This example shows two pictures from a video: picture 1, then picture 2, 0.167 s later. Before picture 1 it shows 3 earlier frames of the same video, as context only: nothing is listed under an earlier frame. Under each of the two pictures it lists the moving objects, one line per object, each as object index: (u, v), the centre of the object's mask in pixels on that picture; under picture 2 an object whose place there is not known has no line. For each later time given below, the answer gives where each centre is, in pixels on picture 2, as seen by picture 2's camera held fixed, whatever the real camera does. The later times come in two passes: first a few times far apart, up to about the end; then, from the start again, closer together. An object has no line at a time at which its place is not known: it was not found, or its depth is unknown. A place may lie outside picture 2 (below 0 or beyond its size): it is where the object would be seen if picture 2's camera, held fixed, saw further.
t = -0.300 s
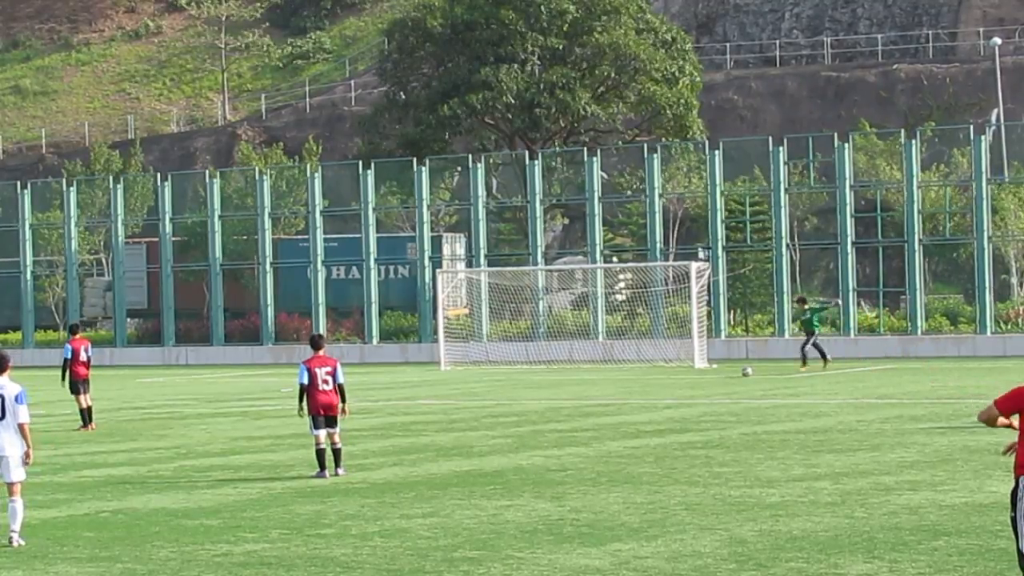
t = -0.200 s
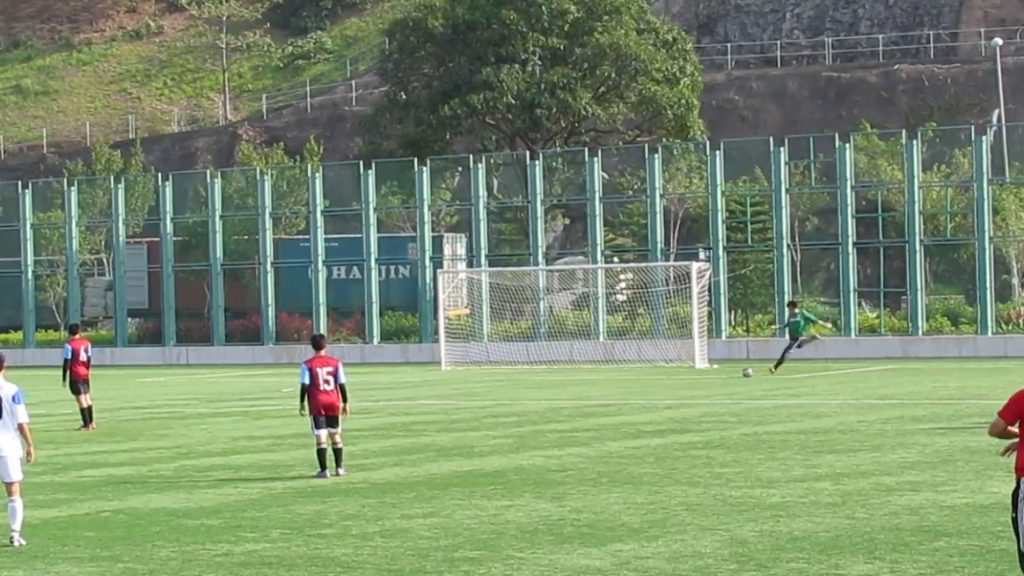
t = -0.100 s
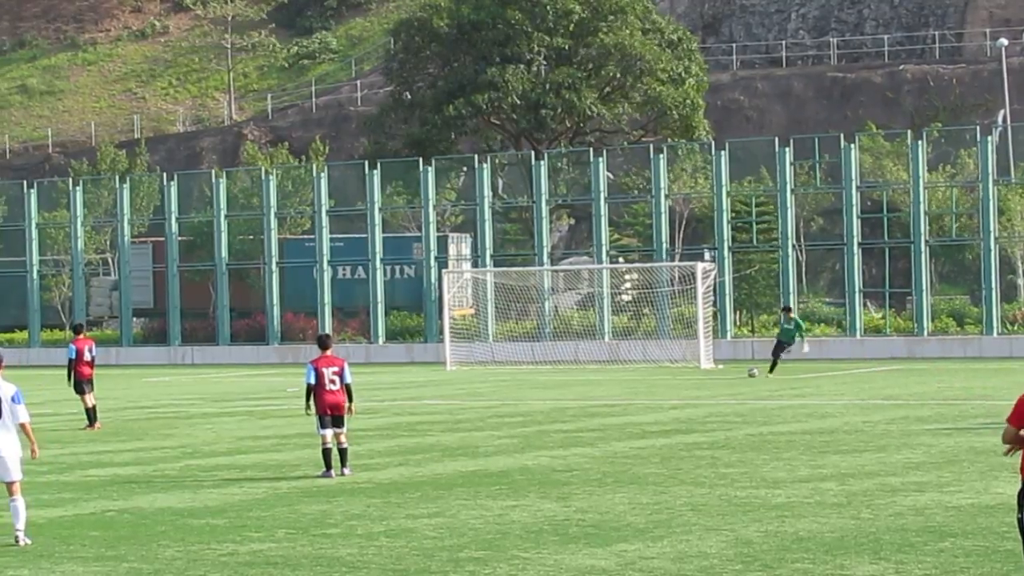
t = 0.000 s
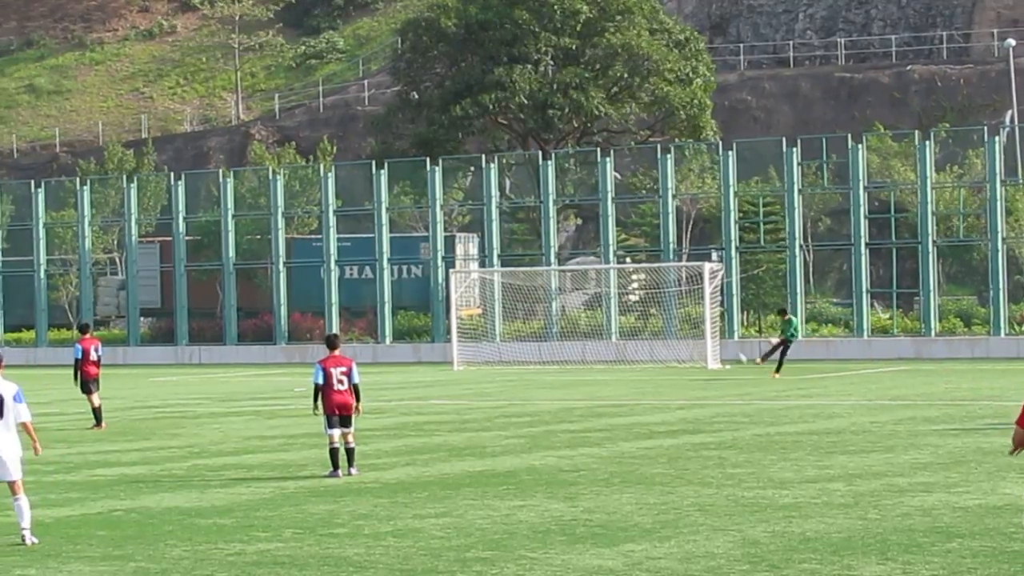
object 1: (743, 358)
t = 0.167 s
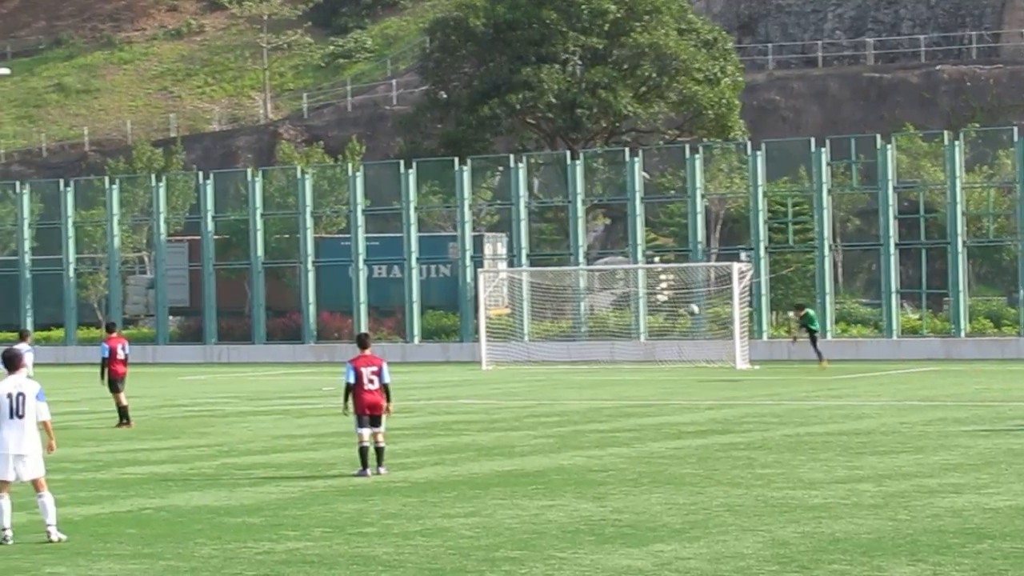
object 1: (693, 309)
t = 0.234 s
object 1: (664, 295)
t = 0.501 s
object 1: (560, 255)
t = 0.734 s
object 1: (476, 261)
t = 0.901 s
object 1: (414, 281)
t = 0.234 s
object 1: (664, 295)
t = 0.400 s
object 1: (596, 264)
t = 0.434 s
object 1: (584, 260)
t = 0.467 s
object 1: (572, 257)
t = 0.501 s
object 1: (560, 255)
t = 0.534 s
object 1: (548, 253)
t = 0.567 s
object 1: (536, 252)
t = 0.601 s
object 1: (524, 253)
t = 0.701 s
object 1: (488, 258)
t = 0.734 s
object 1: (476, 261)
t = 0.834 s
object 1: (439, 270)
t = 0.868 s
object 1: (426, 275)
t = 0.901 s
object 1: (414, 281)
